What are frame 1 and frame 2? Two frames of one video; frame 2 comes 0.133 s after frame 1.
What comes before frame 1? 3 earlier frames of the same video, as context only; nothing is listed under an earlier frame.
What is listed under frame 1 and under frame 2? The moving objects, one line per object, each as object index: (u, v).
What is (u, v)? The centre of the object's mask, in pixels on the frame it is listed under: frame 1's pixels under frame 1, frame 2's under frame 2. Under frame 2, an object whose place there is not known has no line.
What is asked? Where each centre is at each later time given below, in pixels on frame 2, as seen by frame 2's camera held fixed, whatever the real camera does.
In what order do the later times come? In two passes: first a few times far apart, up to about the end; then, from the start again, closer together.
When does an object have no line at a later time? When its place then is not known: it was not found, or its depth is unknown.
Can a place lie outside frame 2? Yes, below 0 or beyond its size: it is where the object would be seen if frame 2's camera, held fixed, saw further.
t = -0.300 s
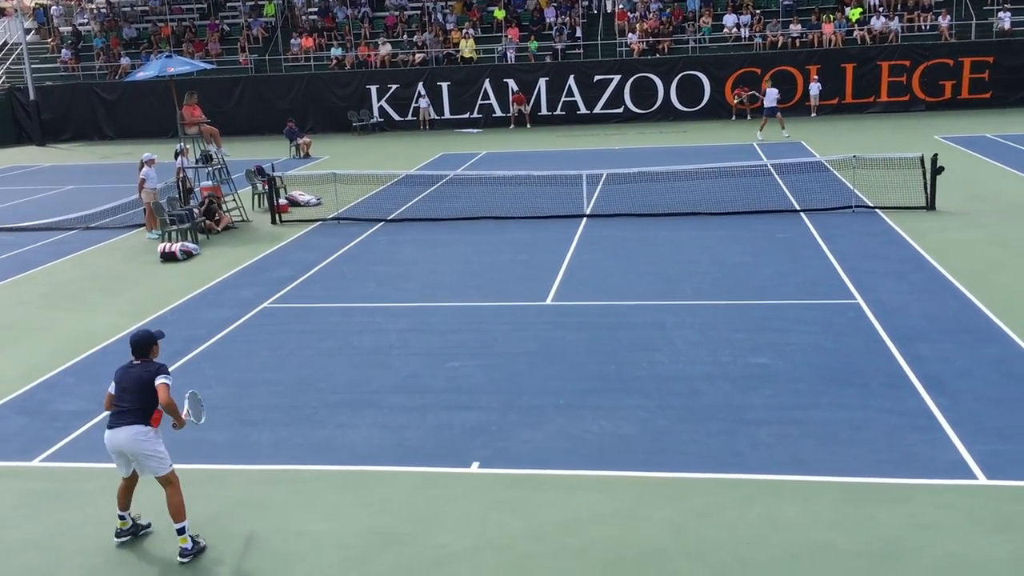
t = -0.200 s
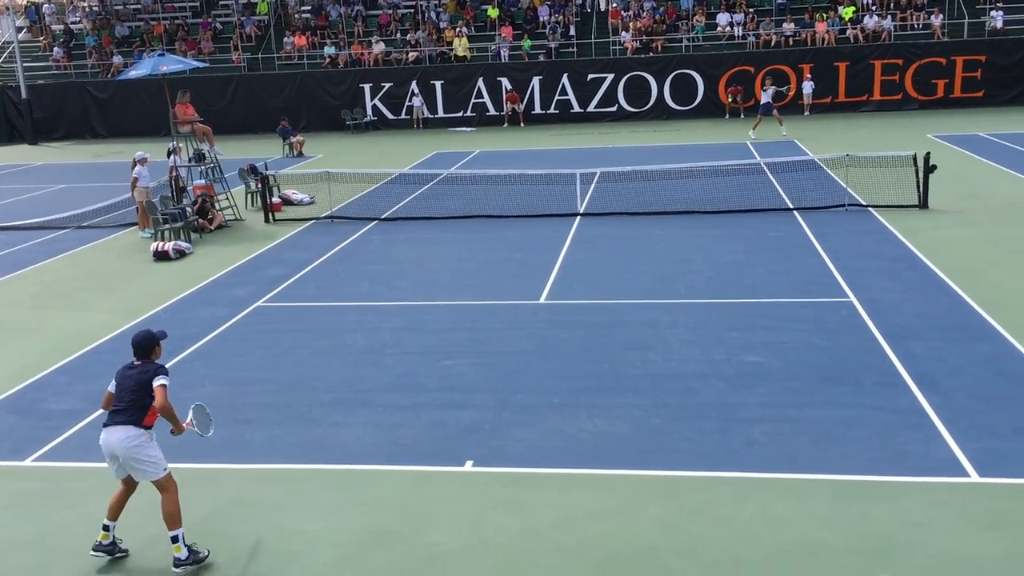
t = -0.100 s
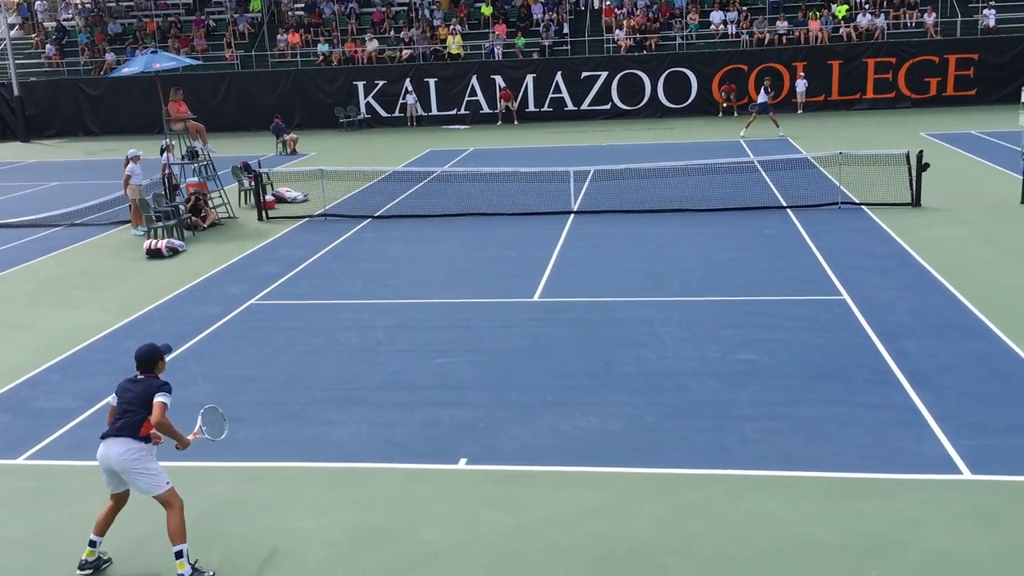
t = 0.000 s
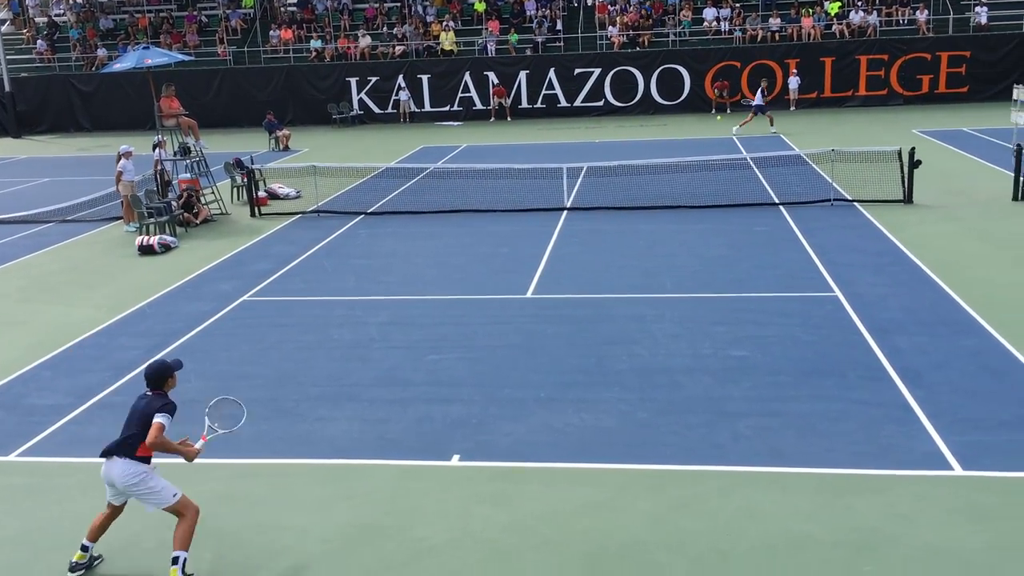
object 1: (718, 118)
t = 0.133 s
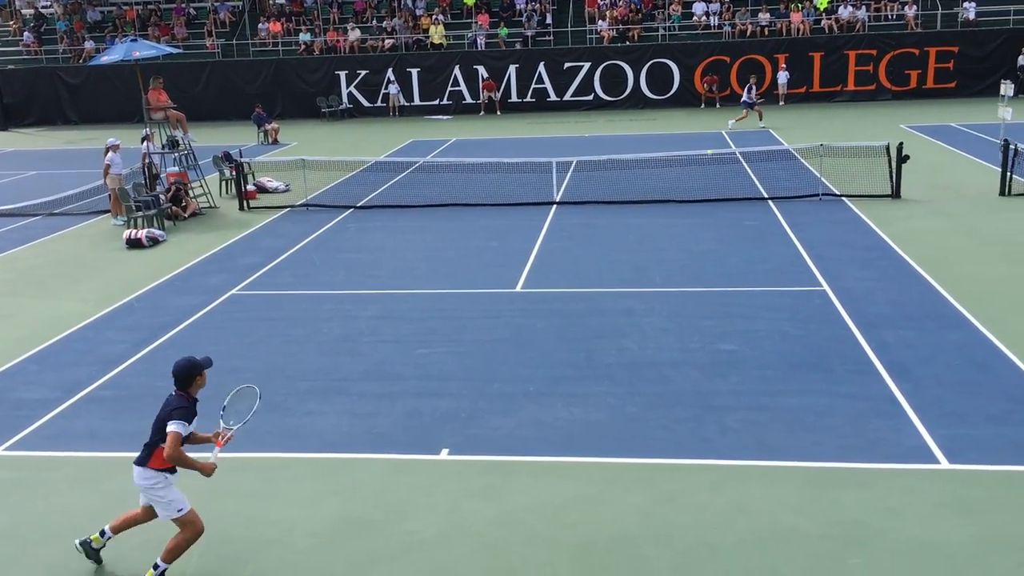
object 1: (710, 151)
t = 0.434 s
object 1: (713, 275)
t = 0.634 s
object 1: (718, 285)
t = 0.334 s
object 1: (711, 269)
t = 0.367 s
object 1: (712, 282)
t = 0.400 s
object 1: (712, 278)
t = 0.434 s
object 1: (713, 275)
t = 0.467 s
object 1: (714, 274)
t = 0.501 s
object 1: (715, 273)
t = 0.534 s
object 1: (715, 274)
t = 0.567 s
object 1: (716, 276)
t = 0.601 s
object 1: (717, 280)
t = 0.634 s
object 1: (718, 285)
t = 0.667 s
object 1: (720, 293)
